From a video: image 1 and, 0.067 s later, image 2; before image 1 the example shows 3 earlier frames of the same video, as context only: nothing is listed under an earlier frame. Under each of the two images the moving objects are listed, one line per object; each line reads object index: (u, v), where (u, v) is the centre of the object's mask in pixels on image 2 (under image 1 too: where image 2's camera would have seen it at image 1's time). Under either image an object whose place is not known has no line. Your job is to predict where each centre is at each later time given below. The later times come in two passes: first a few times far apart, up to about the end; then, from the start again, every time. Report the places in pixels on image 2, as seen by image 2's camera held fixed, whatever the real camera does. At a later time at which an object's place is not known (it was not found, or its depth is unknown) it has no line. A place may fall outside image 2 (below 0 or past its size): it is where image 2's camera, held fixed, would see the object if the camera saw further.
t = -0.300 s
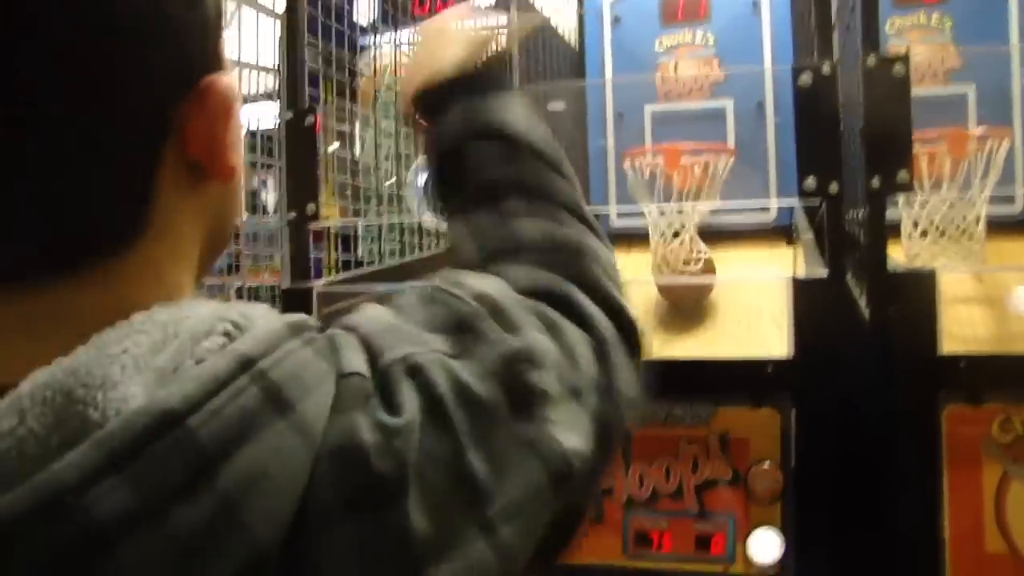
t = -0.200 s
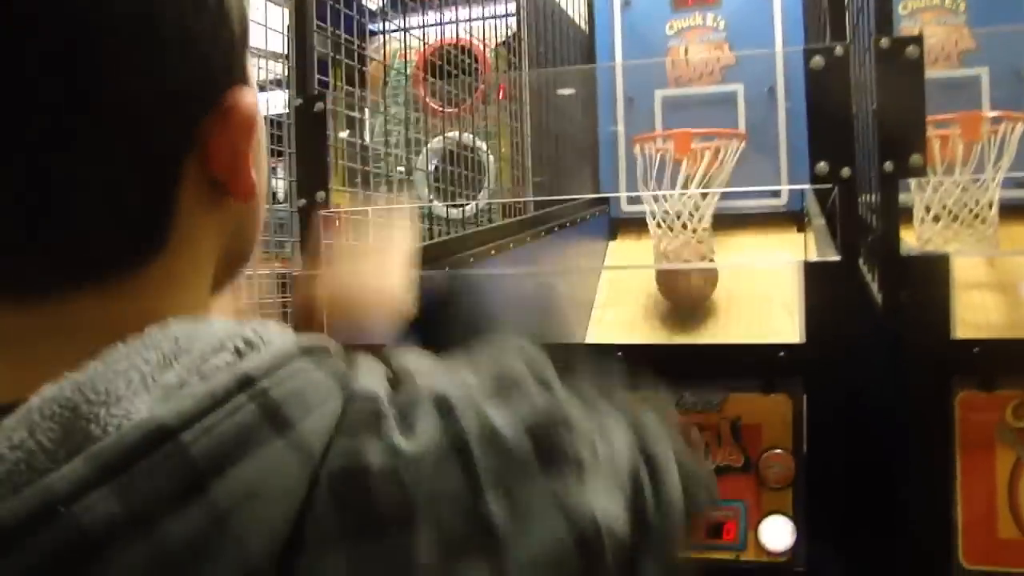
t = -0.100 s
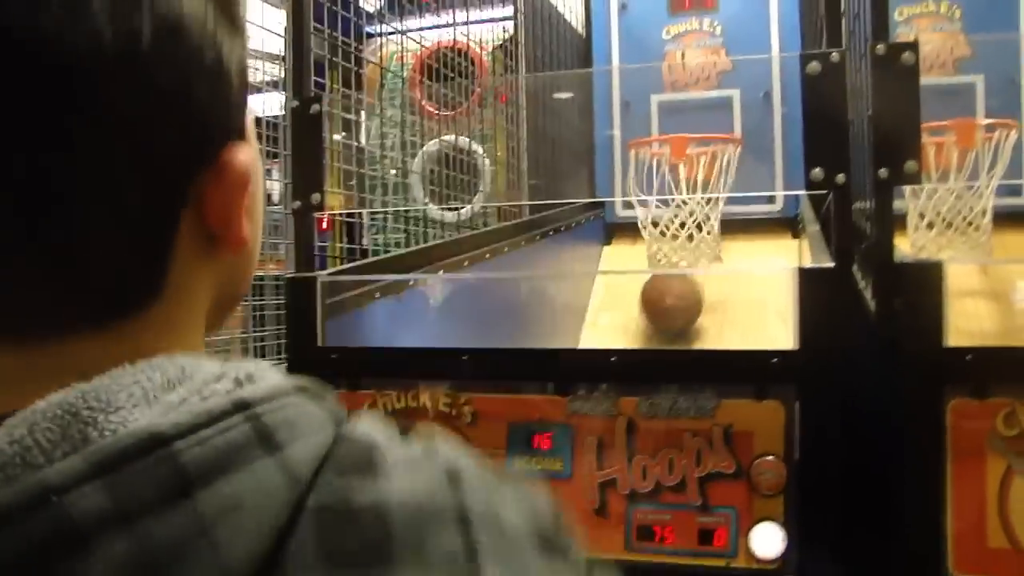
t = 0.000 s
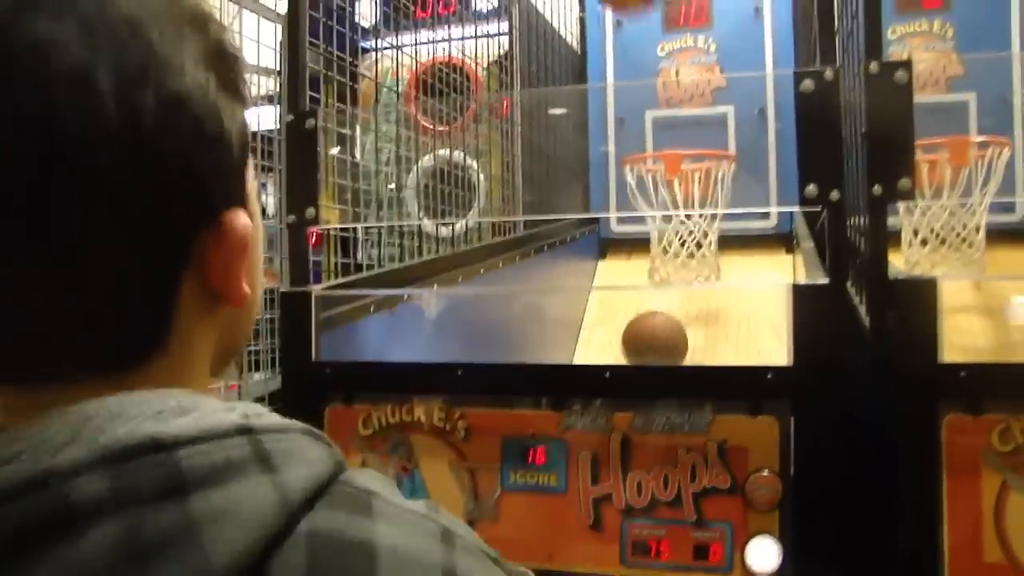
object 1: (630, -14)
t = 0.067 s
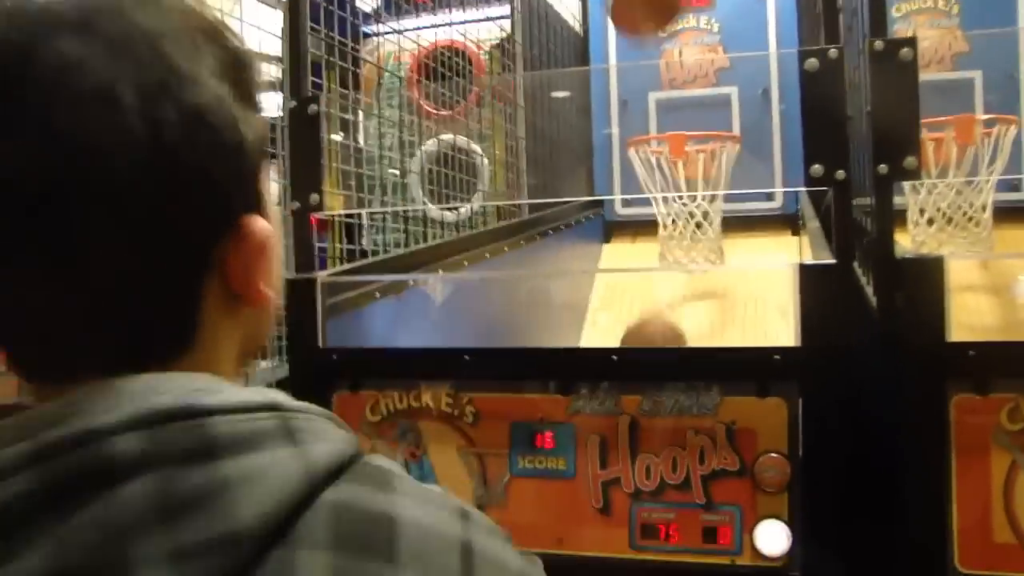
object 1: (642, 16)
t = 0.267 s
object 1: (666, 80)
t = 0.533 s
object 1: (660, 72)
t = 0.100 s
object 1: (652, 28)
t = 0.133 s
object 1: (660, 56)
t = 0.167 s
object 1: (666, 84)
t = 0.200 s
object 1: (668, 107)
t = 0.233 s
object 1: (668, 91)
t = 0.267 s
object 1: (666, 80)
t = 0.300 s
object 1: (665, 68)
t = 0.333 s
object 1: (664, 60)
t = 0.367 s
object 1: (663, 56)
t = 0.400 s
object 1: (662, 54)
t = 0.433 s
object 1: (662, 55)
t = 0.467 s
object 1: (661, 58)
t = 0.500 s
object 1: (661, 65)
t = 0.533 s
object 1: (660, 72)
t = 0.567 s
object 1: (661, 83)
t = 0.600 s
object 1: (660, 100)
